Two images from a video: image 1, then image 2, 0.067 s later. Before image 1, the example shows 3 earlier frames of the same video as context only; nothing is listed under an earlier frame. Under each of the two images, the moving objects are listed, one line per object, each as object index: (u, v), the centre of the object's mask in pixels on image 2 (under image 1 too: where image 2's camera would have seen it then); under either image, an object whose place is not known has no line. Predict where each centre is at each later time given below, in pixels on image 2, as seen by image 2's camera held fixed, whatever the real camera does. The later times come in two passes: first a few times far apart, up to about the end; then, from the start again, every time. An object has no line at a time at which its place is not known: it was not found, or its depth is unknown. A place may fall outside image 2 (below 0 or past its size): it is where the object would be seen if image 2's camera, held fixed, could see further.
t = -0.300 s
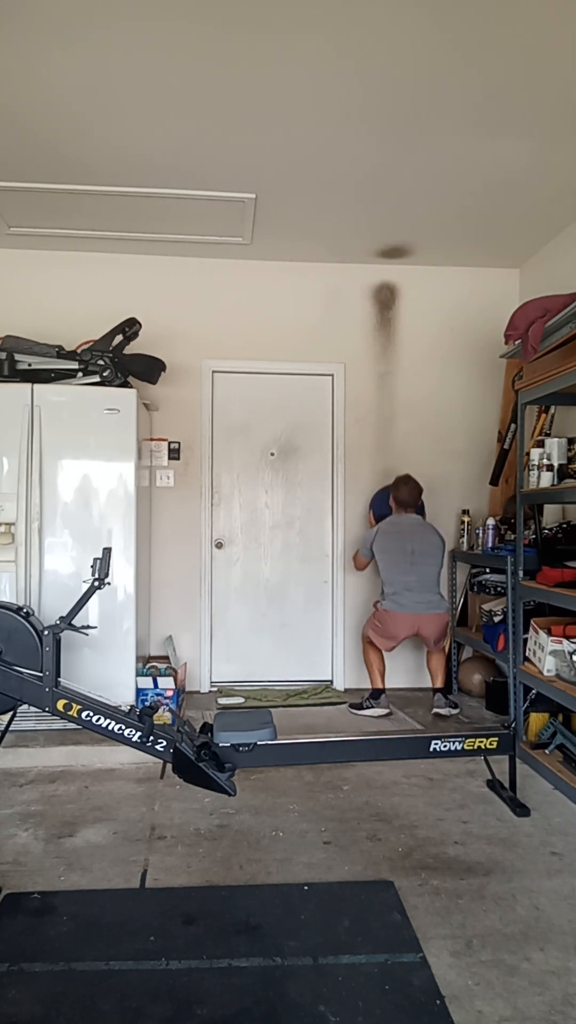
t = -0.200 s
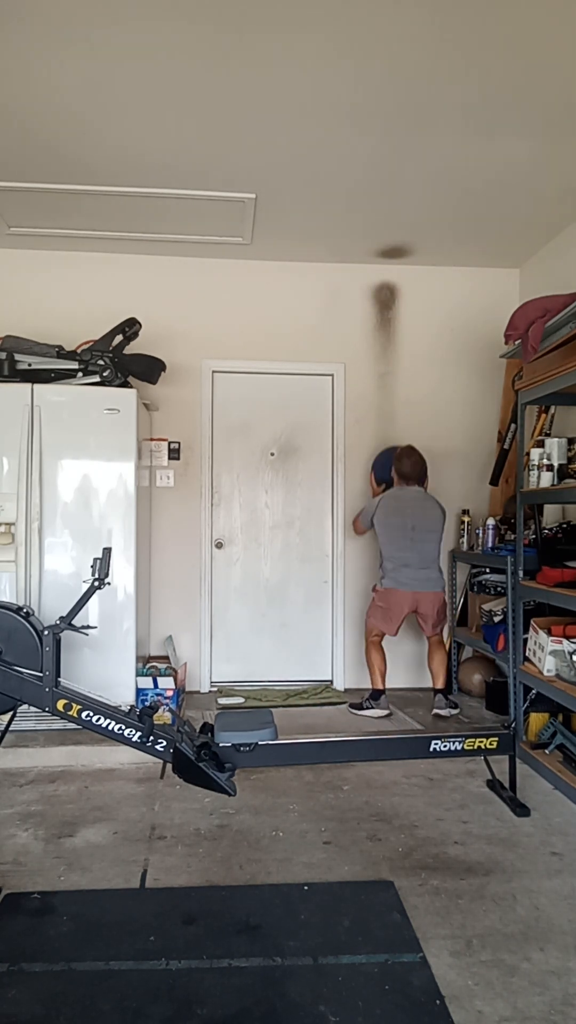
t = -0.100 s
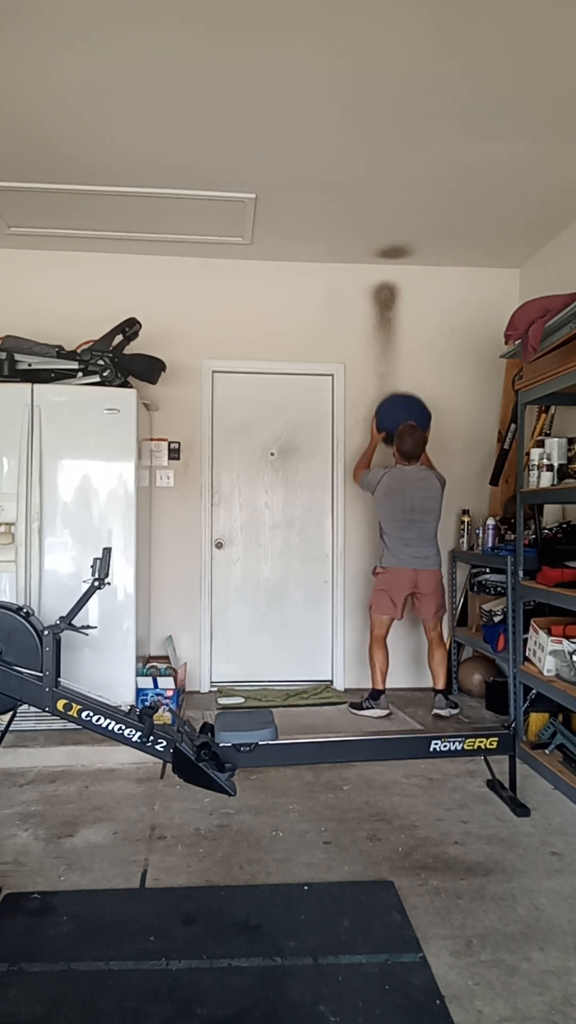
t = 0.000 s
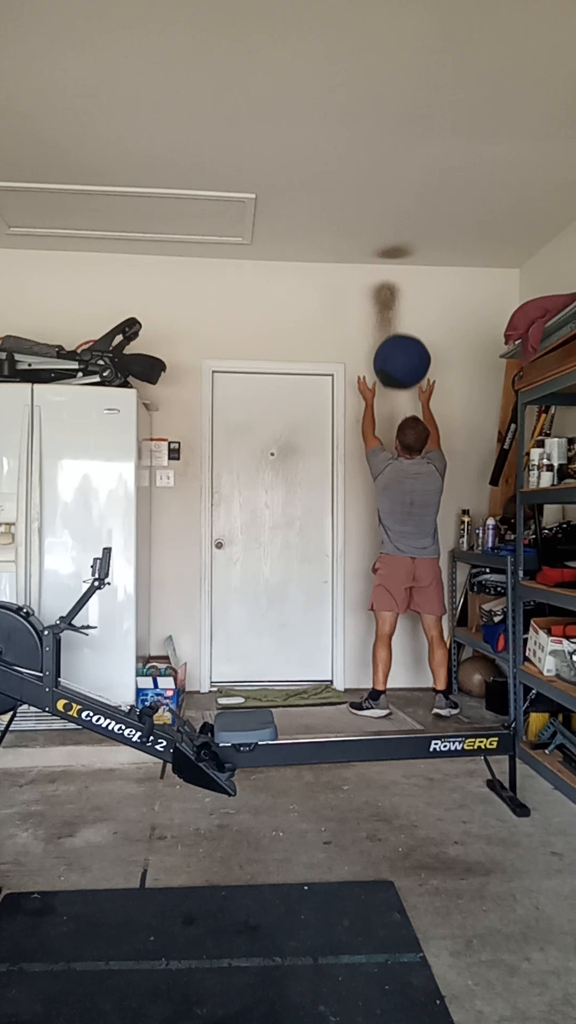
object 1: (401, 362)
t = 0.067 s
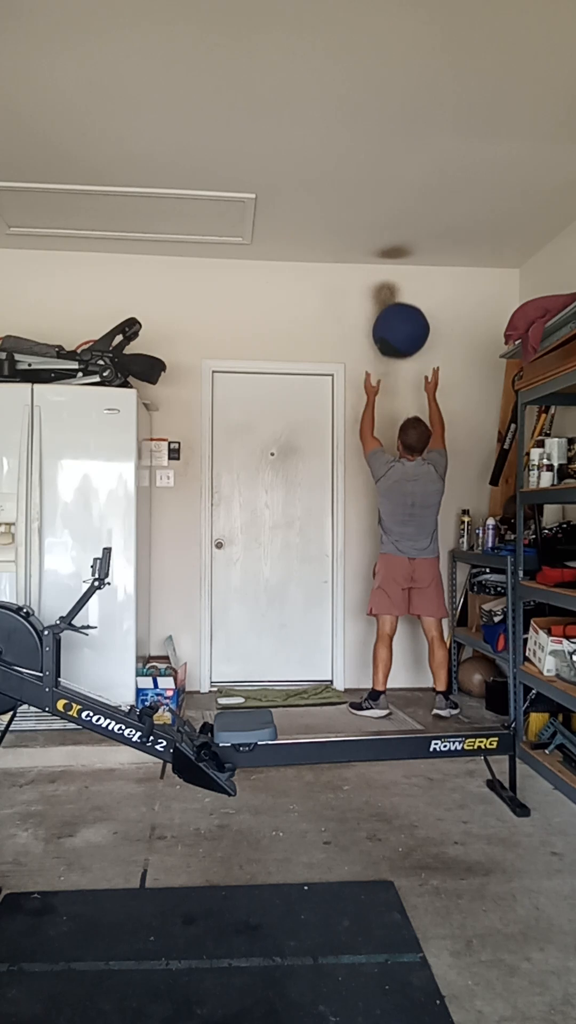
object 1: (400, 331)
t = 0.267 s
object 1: (398, 281)
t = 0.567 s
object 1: (400, 340)
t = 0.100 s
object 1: (400, 318)
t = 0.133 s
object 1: (399, 307)
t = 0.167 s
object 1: (399, 298)
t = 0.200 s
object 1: (398, 290)
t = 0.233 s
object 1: (398, 285)
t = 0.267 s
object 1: (398, 281)
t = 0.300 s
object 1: (398, 281)
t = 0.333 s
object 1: (398, 281)
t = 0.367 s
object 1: (398, 285)
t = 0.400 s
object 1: (399, 289)
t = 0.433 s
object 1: (399, 296)
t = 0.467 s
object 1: (399, 304)
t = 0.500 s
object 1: (399, 314)
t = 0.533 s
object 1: (400, 326)
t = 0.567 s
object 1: (400, 340)
